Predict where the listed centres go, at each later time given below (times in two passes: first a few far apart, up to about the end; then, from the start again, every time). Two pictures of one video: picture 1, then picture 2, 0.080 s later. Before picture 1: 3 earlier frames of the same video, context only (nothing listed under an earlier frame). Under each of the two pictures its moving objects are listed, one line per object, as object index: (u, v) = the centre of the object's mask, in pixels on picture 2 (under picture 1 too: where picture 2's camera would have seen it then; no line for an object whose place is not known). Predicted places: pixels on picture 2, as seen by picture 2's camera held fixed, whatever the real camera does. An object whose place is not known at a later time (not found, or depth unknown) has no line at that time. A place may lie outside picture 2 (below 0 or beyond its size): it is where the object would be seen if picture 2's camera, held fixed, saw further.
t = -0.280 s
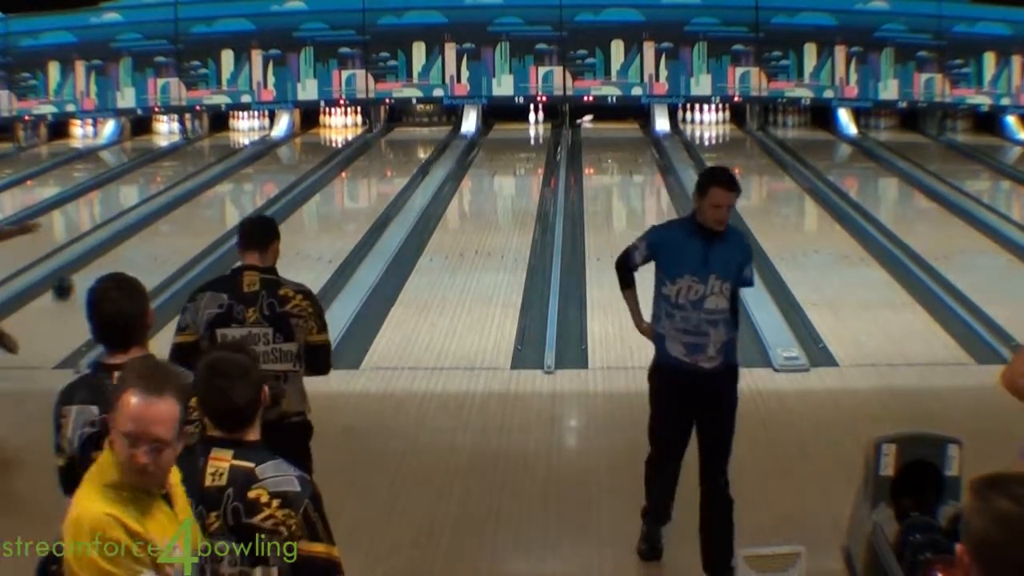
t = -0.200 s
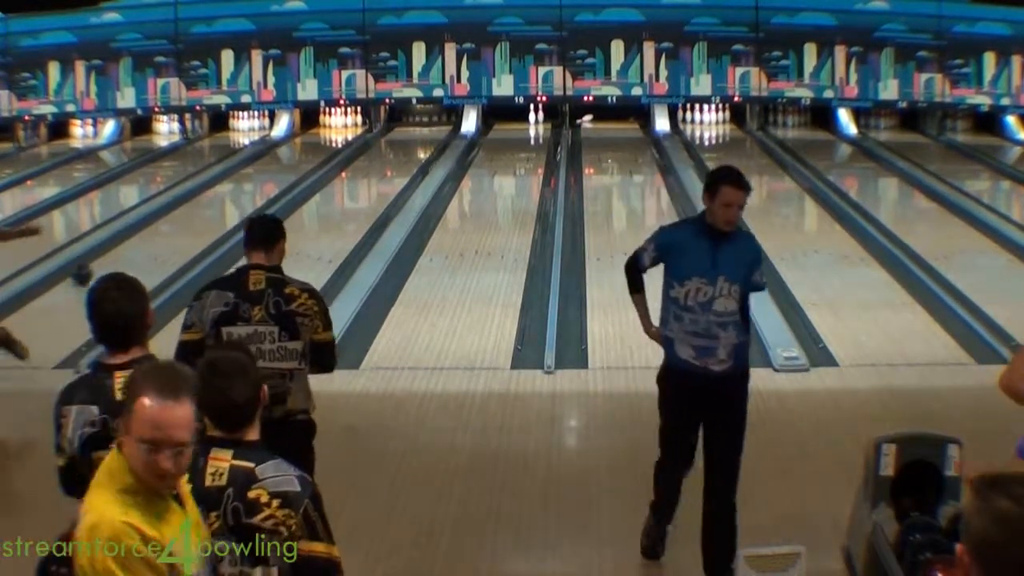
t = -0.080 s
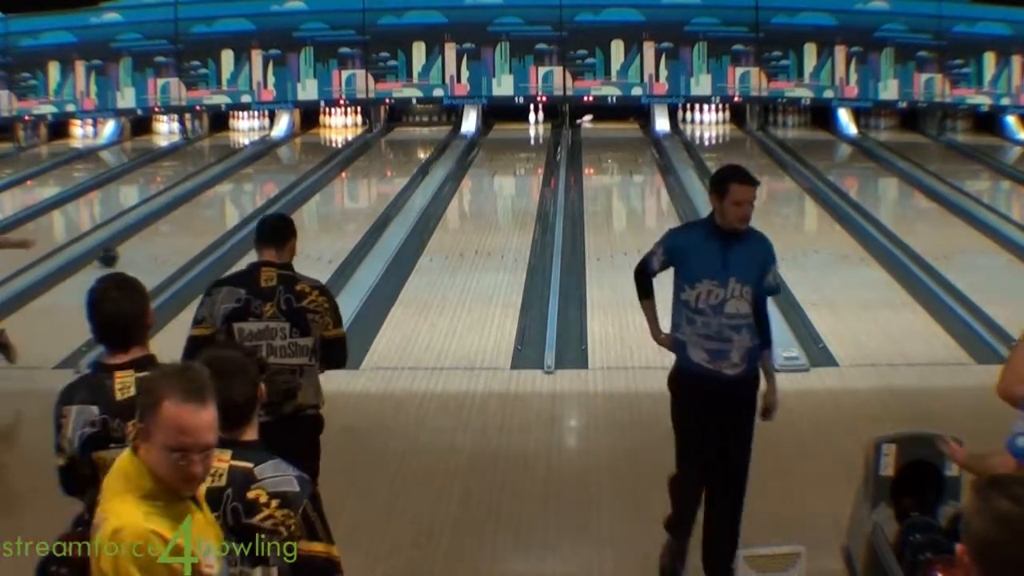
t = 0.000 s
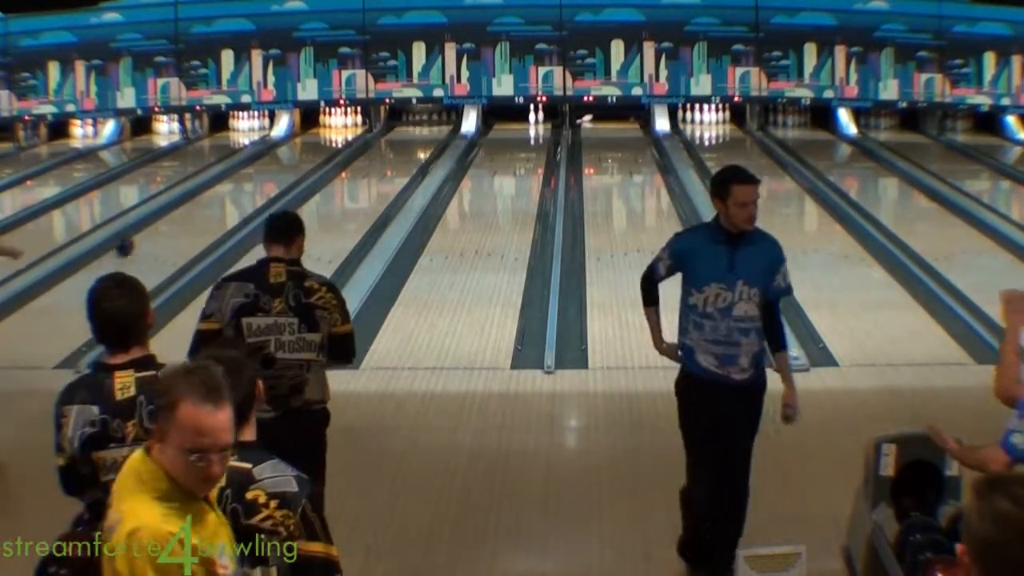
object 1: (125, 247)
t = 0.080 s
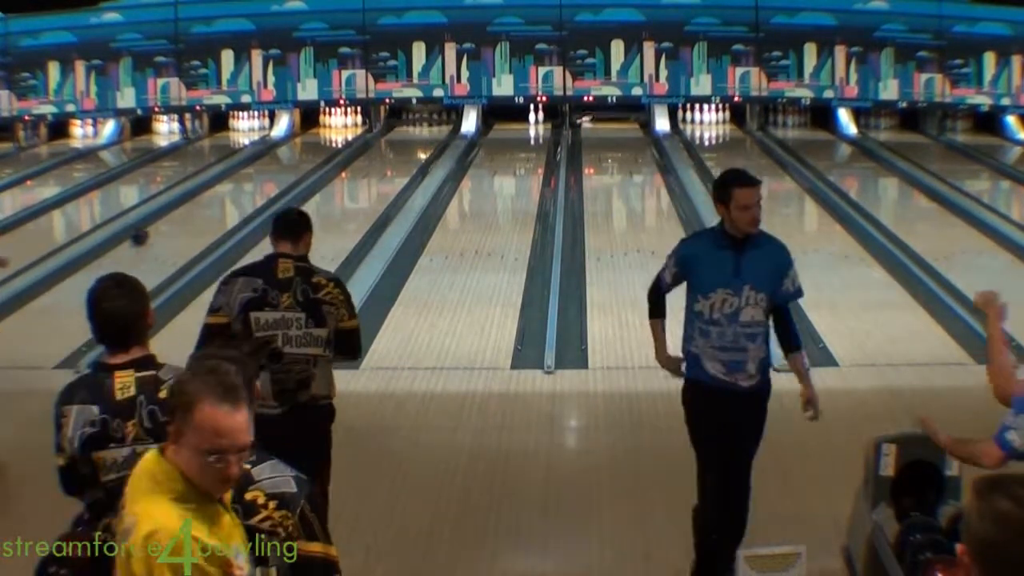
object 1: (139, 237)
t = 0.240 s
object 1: (167, 219)
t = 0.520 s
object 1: (207, 192)
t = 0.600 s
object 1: (217, 186)
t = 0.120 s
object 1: (146, 232)
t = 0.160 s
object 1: (153, 228)
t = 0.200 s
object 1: (160, 224)
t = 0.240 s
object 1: (167, 219)
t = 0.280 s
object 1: (173, 215)
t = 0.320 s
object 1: (179, 212)
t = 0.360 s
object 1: (185, 208)
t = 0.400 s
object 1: (190, 203)
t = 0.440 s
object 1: (196, 200)
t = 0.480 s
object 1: (201, 197)
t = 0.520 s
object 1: (207, 192)
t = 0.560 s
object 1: (211, 189)
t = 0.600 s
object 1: (217, 186)
